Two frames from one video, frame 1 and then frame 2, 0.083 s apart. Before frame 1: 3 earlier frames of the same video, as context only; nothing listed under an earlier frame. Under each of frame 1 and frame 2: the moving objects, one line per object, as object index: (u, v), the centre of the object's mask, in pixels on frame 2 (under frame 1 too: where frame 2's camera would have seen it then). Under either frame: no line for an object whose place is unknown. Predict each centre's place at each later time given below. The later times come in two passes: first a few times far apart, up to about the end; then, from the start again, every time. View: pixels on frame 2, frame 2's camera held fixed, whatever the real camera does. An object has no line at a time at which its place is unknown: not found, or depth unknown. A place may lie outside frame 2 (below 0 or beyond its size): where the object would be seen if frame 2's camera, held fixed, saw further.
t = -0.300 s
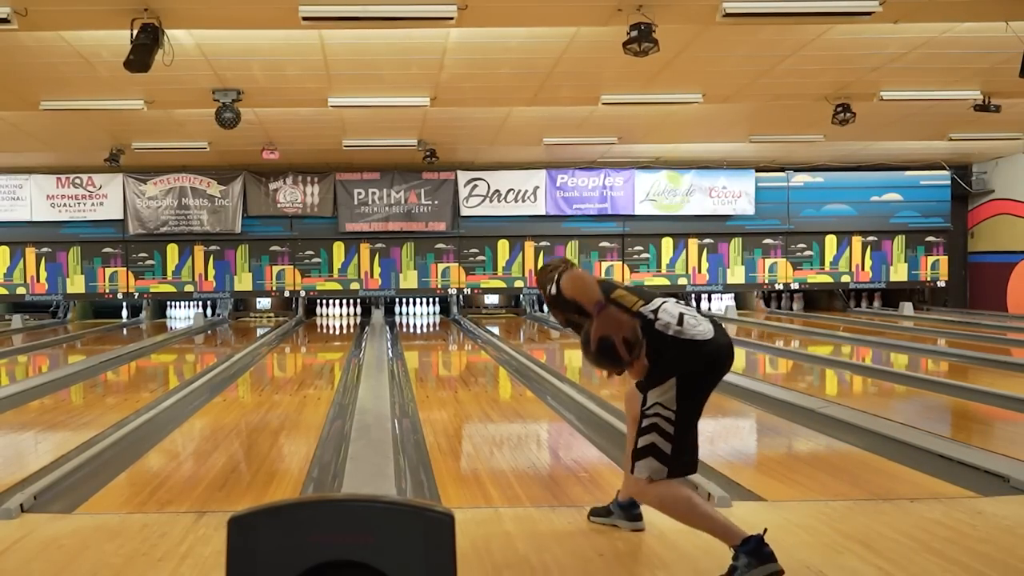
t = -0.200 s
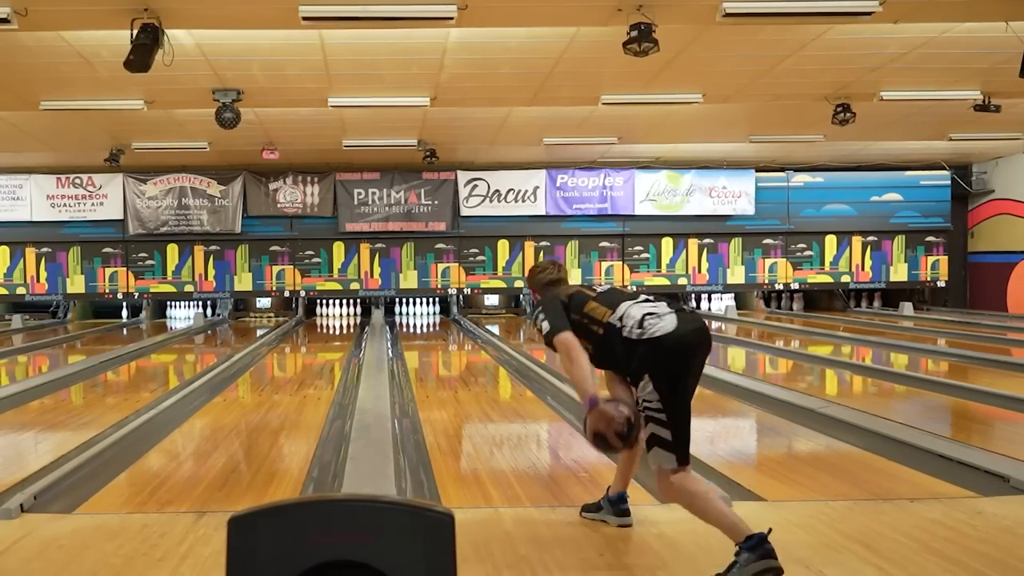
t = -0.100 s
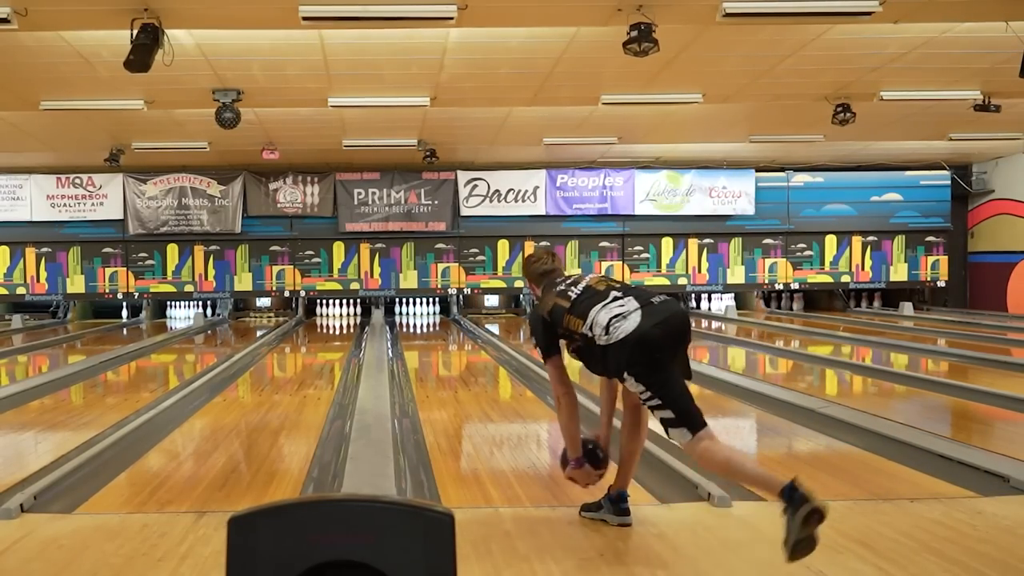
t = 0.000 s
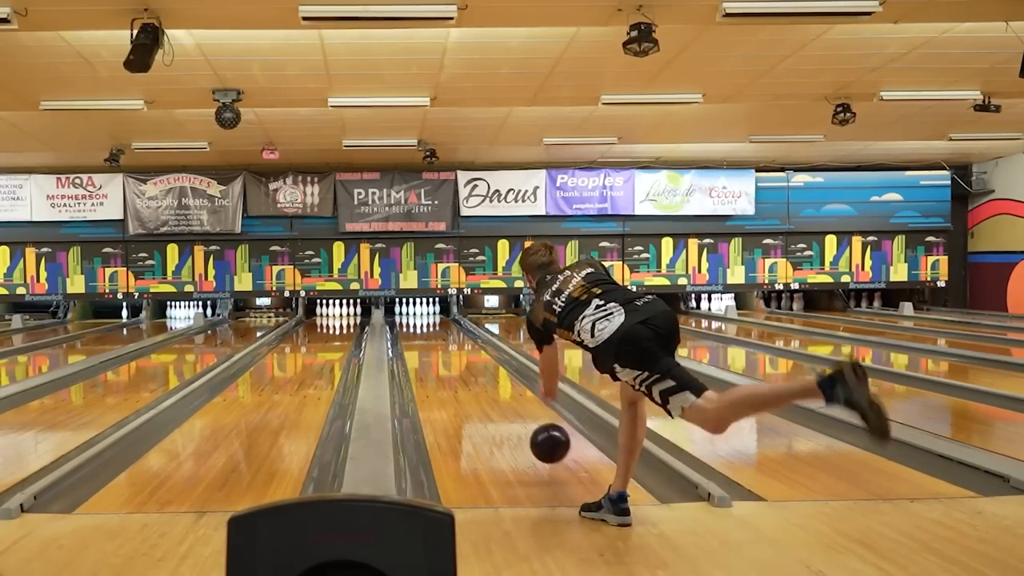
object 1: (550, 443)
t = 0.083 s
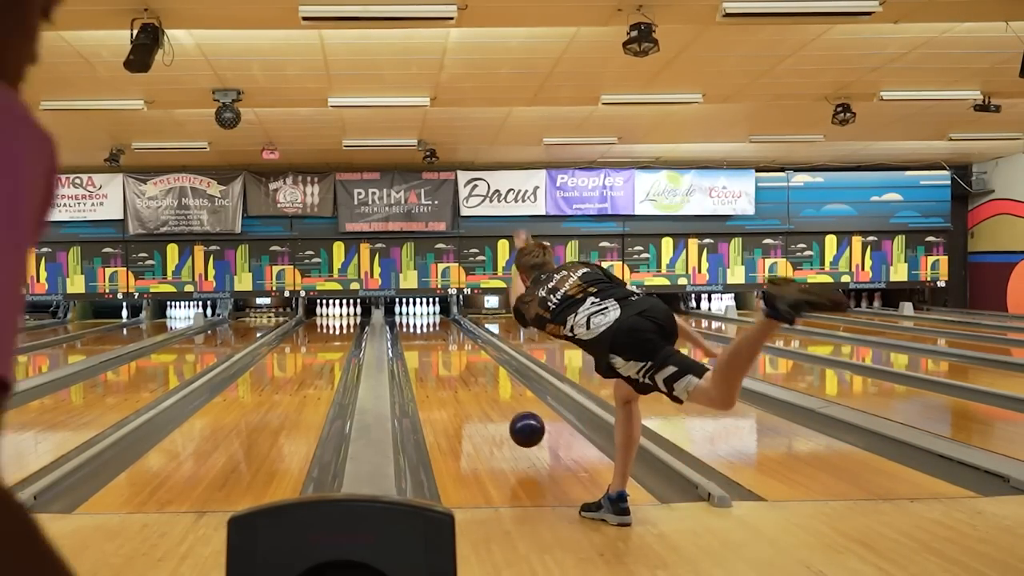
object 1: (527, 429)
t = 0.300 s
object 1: (487, 403)
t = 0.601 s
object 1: (454, 370)
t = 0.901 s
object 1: (435, 350)
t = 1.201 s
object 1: (423, 336)
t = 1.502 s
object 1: (416, 326)
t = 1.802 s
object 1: (411, 318)
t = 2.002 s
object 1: (413, 315)
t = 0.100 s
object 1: (523, 428)
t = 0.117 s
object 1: (519, 428)
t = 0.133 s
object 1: (516, 428)
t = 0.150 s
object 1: (512, 428)
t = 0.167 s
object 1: (509, 425)
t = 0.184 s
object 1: (506, 421)
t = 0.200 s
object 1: (503, 418)
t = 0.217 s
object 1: (500, 415)
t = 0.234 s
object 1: (497, 412)
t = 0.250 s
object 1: (494, 410)
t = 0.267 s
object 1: (491, 408)
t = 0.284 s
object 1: (489, 406)
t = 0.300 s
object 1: (487, 403)
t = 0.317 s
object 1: (484, 401)
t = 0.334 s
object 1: (482, 398)
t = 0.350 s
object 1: (480, 396)
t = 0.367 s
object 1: (478, 394)
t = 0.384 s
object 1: (476, 392)
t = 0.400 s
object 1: (474, 390)
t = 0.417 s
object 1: (472, 388)
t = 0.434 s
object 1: (470, 386)
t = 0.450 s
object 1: (468, 385)
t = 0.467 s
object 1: (467, 383)
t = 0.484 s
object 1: (465, 381)
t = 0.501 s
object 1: (463, 379)
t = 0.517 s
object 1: (462, 378)
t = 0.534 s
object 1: (460, 376)
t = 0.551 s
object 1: (459, 375)
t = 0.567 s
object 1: (458, 373)
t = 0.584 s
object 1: (456, 372)
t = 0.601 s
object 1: (454, 370)
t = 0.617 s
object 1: (453, 369)
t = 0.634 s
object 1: (452, 367)
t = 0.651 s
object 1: (450, 366)
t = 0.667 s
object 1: (449, 365)
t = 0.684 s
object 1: (448, 364)
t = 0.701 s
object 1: (447, 363)
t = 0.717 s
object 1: (446, 361)
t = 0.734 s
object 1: (445, 360)
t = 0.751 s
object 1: (444, 359)
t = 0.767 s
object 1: (443, 358)
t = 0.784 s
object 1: (442, 357)
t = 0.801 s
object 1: (441, 356)
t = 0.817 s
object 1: (440, 355)
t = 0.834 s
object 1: (439, 354)
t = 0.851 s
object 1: (438, 353)
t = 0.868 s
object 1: (437, 351)
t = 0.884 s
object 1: (436, 351)
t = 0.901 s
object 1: (435, 350)
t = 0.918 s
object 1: (435, 349)
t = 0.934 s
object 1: (434, 348)
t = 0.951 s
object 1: (433, 347)
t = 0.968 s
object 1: (432, 346)
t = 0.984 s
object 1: (431, 345)
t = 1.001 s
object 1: (431, 345)
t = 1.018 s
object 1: (430, 344)
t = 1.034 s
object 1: (429, 343)
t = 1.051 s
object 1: (428, 342)
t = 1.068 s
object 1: (428, 341)
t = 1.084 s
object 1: (427, 341)
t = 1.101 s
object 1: (426, 340)
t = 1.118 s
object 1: (426, 340)
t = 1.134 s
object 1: (425, 339)
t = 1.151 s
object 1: (425, 338)
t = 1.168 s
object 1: (424, 337)
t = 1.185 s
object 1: (424, 337)
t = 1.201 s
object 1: (423, 336)
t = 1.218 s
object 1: (422, 335)
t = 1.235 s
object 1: (422, 335)
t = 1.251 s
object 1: (421, 334)
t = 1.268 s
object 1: (421, 333)
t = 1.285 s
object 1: (421, 333)
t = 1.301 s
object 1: (420, 332)
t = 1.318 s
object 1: (420, 332)
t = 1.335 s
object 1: (420, 331)
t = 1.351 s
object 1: (419, 330)
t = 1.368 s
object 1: (419, 330)
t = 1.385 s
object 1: (419, 330)
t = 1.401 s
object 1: (418, 329)
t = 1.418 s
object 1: (417, 328)
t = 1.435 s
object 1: (417, 328)
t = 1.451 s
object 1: (417, 327)
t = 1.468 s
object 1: (417, 327)
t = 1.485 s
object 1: (416, 327)
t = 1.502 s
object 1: (416, 326)
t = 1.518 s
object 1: (415, 326)
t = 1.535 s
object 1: (415, 326)
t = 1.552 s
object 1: (415, 325)
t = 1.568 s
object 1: (414, 325)
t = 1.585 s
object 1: (414, 324)
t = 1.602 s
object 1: (413, 324)
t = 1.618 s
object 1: (413, 324)
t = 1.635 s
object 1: (413, 323)
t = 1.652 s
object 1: (413, 323)
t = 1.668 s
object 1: (412, 322)
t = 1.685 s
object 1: (412, 321)
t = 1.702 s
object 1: (412, 321)
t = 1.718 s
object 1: (411, 320)
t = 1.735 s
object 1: (411, 320)
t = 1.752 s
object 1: (411, 319)
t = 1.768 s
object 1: (411, 319)
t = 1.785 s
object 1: (411, 318)
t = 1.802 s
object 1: (411, 318)
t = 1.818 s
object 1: (411, 318)
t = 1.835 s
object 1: (411, 317)
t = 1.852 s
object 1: (411, 317)
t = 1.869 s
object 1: (411, 317)
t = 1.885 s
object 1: (411, 317)
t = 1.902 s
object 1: (411, 316)
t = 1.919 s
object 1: (412, 316)
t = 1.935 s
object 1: (412, 316)
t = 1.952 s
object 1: (412, 316)
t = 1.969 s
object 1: (412, 316)
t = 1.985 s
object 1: (413, 315)
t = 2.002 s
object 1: (413, 315)
